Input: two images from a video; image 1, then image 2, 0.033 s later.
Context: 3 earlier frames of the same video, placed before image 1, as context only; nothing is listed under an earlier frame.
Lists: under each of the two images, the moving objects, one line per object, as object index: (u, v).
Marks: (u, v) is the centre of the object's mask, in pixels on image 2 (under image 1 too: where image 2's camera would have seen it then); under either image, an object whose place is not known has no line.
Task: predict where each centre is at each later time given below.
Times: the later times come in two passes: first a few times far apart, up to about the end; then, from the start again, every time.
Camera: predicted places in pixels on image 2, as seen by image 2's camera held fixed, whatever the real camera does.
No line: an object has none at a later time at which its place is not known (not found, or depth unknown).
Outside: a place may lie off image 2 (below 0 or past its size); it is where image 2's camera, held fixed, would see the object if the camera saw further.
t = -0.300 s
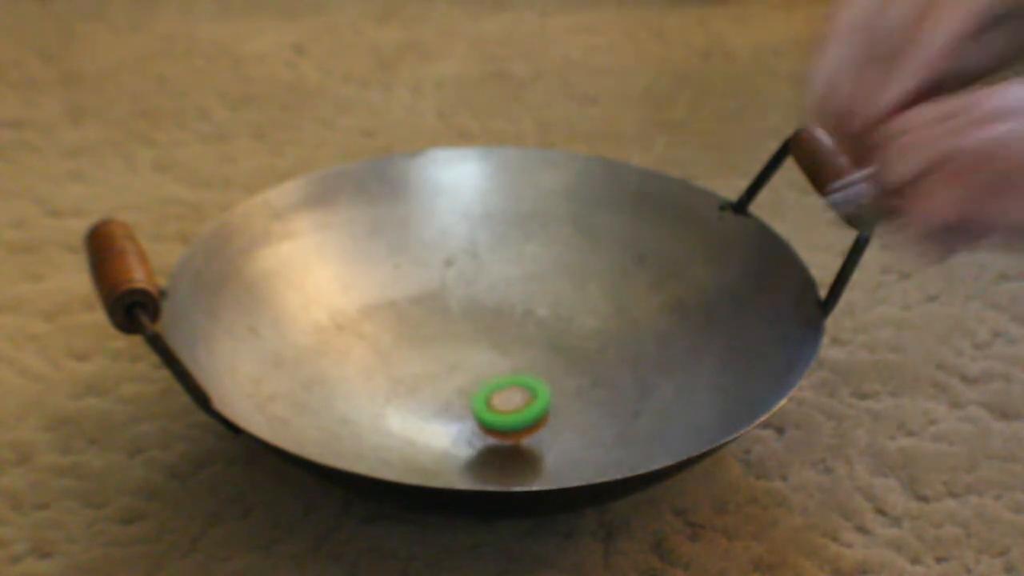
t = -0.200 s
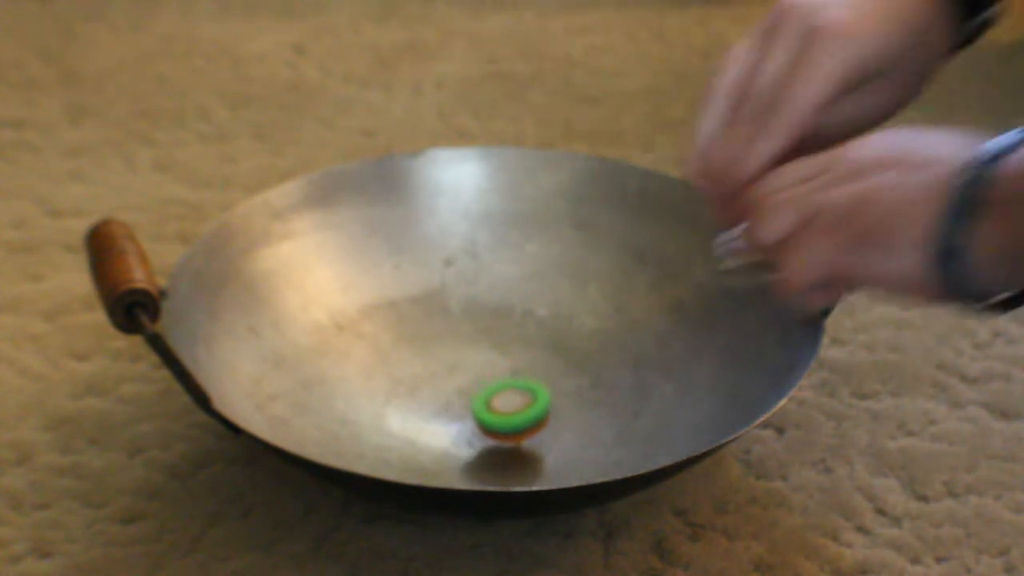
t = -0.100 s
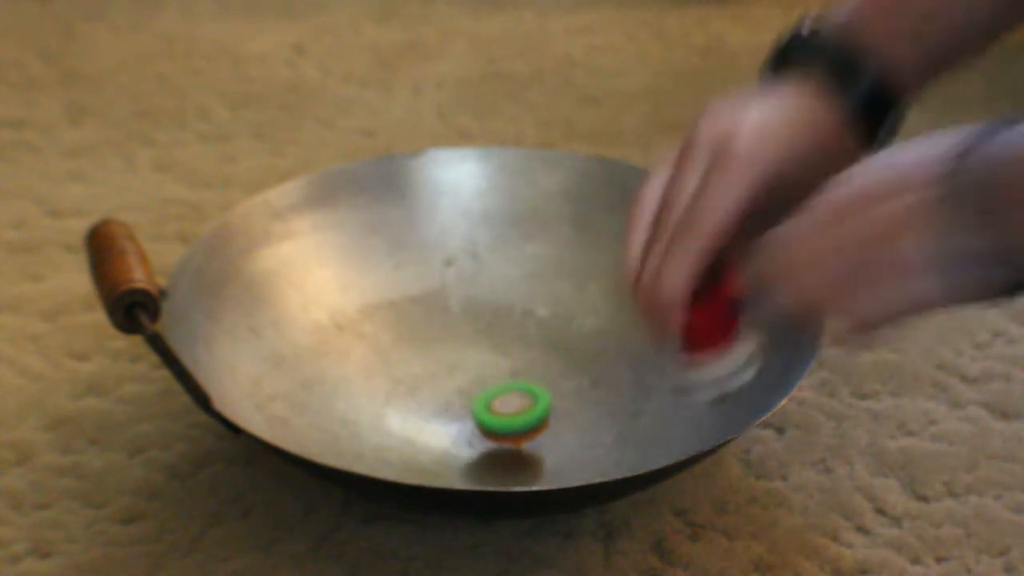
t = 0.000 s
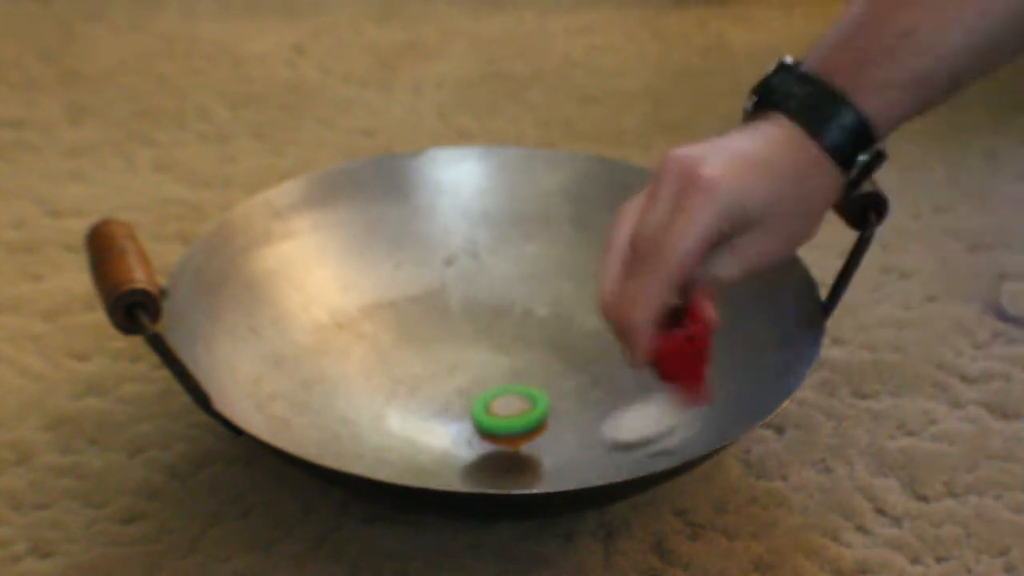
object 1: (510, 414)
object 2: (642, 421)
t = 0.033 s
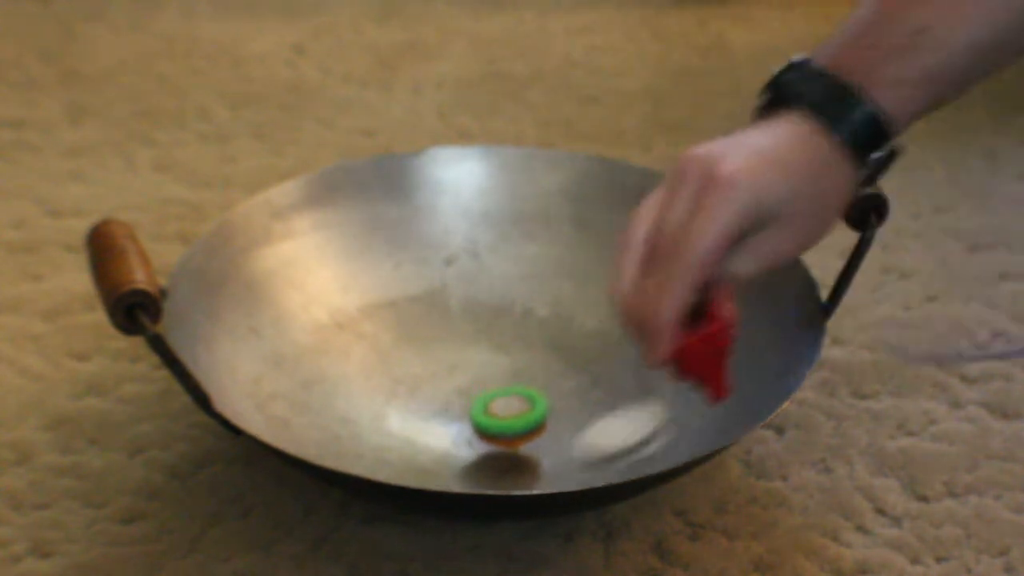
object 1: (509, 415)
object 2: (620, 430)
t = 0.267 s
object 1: (421, 340)
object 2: (583, 447)
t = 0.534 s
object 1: (383, 371)
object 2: (544, 466)
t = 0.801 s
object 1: (436, 407)
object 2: (502, 456)
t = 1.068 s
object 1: (476, 401)
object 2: (460, 472)
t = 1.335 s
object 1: (501, 391)
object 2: (421, 432)
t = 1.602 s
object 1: (507, 396)
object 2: (391, 448)
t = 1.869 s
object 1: (517, 408)
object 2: (380, 378)
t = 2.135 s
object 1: (515, 417)
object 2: (387, 412)
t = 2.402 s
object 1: (503, 423)
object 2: (415, 326)
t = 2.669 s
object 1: (492, 421)
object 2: (453, 376)
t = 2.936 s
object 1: (490, 416)
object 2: (475, 325)
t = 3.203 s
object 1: (470, 420)
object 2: (549, 337)
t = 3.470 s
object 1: (493, 413)
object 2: (559, 369)
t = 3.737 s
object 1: (508, 405)
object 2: (617, 366)
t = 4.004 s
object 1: (470, 412)
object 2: (579, 428)
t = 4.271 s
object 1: (469, 421)
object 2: (618, 430)
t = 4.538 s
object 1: (446, 398)
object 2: (522, 458)
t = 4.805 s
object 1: (454, 396)
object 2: (503, 466)
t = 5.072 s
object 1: (479, 397)
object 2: (421, 441)
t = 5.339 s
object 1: (508, 399)
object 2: (406, 431)
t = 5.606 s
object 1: (518, 408)
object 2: (409, 380)
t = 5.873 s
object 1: (511, 418)
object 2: (440, 377)
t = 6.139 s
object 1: (493, 422)
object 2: (507, 352)
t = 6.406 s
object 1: (478, 415)
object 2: (539, 377)
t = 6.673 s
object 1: (478, 404)
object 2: (583, 397)
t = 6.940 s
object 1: (486, 394)
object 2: (559, 428)
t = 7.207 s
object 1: (503, 395)
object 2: (525, 453)
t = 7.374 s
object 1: (519, 393)
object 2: (491, 452)
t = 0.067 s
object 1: (509, 416)
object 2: (595, 450)
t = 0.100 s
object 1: (508, 417)
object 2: (577, 439)
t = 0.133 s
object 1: (507, 417)
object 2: (565, 441)
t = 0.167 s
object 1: (482, 398)
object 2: (568, 437)
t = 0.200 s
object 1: (456, 376)
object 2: (575, 436)
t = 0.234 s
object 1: (436, 357)
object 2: (583, 448)
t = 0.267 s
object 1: (421, 340)
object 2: (583, 447)
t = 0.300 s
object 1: (411, 331)
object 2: (581, 449)
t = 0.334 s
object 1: (403, 330)
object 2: (576, 451)
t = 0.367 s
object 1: (394, 333)
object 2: (570, 452)
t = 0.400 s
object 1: (388, 339)
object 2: (565, 453)
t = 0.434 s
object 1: (384, 347)
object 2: (559, 454)
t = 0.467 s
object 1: (381, 354)
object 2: (551, 459)
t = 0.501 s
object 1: (380, 363)
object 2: (545, 462)
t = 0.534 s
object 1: (383, 371)
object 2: (544, 466)
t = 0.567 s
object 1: (388, 378)
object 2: (548, 467)
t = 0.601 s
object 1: (394, 384)
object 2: (559, 465)
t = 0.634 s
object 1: (399, 390)
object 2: (567, 463)
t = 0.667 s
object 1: (405, 394)
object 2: (567, 461)
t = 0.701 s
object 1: (412, 398)
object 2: (560, 460)
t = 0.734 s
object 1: (420, 402)
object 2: (545, 458)
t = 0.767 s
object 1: (427, 405)
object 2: (526, 457)
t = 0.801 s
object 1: (436, 407)
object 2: (502, 456)
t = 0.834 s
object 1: (444, 409)
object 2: (480, 456)
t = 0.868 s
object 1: (451, 409)
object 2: (460, 457)
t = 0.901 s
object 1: (457, 410)
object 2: (445, 457)
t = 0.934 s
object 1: (462, 410)
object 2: (435, 459)
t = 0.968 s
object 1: (465, 409)
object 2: (428, 463)
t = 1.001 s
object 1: (469, 407)
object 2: (431, 467)
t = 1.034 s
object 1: (472, 404)
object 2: (443, 469)
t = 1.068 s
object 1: (476, 401)
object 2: (460, 472)
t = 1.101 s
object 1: (481, 398)
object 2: (475, 472)
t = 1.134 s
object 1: (485, 396)
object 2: (485, 470)
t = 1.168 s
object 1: (490, 393)
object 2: (490, 466)
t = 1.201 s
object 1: (493, 391)
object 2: (488, 458)
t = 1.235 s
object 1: (497, 390)
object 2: (478, 456)
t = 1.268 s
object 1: (500, 390)
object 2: (462, 447)
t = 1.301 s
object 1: (501, 390)
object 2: (443, 440)
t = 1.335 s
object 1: (501, 391)
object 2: (421, 432)
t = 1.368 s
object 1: (501, 391)
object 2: (401, 427)
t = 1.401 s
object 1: (501, 392)
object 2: (378, 422)
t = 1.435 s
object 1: (500, 393)
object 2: (360, 421)
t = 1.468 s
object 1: (500, 394)
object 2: (348, 421)
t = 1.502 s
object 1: (500, 394)
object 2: (341, 427)
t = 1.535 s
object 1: (502, 395)
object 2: (351, 435)
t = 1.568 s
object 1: (504, 395)
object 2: (369, 445)
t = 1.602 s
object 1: (507, 396)
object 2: (391, 448)
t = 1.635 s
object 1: (510, 397)
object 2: (413, 443)
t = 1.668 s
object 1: (512, 399)
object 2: (420, 441)
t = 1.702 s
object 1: (513, 400)
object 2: (425, 434)
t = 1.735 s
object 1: (514, 402)
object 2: (425, 424)
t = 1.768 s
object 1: (514, 404)
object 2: (420, 410)
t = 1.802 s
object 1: (515, 405)
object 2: (409, 397)
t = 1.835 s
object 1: (516, 406)
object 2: (395, 386)
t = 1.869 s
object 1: (517, 408)
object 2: (380, 378)
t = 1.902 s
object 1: (518, 409)
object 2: (366, 373)
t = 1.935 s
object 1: (518, 410)
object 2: (353, 373)
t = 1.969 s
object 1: (518, 412)
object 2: (345, 375)
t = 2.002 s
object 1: (518, 413)
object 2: (338, 381)
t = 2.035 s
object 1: (517, 414)
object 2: (338, 391)
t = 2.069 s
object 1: (516, 415)
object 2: (347, 400)
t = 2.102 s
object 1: (516, 416)
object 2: (364, 406)
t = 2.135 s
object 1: (515, 417)
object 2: (387, 412)
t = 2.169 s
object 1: (514, 418)
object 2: (412, 412)
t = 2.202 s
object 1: (512, 419)
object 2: (433, 405)
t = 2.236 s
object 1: (512, 420)
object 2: (445, 392)
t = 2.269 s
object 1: (512, 422)
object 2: (451, 376)
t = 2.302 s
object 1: (510, 423)
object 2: (449, 361)
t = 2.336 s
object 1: (508, 424)
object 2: (441, 345)
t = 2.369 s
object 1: (506, 424)
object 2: (429, 333)
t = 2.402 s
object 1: (503, 423)
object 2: (415, 326)
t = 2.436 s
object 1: (501, 423)
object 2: (403, 324)
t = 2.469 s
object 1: (500, 422)
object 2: (391, 329)
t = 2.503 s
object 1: (498, 422)
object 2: (384, 339)
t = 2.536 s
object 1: (497, 421)
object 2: (386, 351)
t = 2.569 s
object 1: (495, 421)
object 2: (394, 363)
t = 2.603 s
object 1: (493, 420)
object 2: (410, 375)
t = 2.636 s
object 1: (492, 420)
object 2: (429, 379)
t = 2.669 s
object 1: (492, 421)
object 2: (453, 376)
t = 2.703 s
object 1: (494, 423)
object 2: (475, 368)
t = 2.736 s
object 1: (494, 424)
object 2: (491, 360)
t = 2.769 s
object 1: (494, 423)
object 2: (501, 350)
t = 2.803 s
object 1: (493, 422)
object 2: (503, 339)
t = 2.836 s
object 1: (492, 421)
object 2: (501, 329)
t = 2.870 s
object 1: (491, 419)
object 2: (494, 322)
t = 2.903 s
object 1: (490, 417)
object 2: (484, 321)
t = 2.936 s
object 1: (490, 416)
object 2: (475, 325)
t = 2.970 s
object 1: (489, 414)
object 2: (469, 332)
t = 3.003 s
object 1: (488, 413)
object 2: (469, 341)
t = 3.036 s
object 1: (486, 412)
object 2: (478, 349)
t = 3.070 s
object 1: (485, 411)
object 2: (493, 355)
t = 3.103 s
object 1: (481, 413)
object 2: (514, 361)
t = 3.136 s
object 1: (474, 417)
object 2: (530, 356)
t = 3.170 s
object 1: (471, 419)
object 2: (543, 346)
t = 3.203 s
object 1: (470, 420)
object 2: (549, 337)
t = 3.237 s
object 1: (470, 420)
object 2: (550, 332)
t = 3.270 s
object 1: (472, 419)
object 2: (550, 331)
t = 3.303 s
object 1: (476, 418)
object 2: (548, 334)
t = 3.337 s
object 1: (480, 417)
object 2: (543, 340)
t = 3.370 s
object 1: (484, 415)
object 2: (542, 346)
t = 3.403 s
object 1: (487, 414)
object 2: (545, 354)
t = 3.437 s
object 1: (490, 414)
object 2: (552, 361)
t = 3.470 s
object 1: (493, 413)
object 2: (559, 369)
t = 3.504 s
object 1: (495, 412)
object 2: (569, 374)
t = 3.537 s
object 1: (496, 411)
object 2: (582, 377)
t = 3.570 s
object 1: (499, 410)
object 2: (595, 377)
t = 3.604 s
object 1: (501, 409)
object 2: (608, 374)
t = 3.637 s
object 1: (503, 408)
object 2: (616, 370)
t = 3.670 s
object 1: (505, 407)
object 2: (622, 366)
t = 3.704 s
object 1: (507, 406)
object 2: (622, 364)
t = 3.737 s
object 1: (508, 405)
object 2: (617, 366)
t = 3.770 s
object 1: (509, 405)
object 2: (608, 369)
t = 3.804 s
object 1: (509, 404)
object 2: (598, 374)
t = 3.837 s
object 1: (509, 404)
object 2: (590, 379)
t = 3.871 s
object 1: (496, 402)
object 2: (584, 388)
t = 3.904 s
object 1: (481, 407)
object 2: (579, 400)
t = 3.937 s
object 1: (474, 409)
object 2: (576, 410)
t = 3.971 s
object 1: (471, 410)
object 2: (575, 419)
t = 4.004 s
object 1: (470, 412)
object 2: (579, 428)
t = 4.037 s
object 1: (469, 413)
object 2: (586, 434)
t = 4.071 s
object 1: (469, 415)
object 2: (595, 437)
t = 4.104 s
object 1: (468, 416)
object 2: (605, 439)
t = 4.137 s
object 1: (468, 417)
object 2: (616, 437)
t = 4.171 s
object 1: (468, 418)
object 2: (624, 435)
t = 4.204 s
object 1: (468, 419)
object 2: (628, 432)
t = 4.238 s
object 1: (468, 420)
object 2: (625, 430)
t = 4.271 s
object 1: (469, 421)
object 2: (618, 430)
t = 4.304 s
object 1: (470, 421)
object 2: (609, 429)
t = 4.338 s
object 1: (472, 421)
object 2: (598, 430)
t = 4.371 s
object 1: (473, 421)
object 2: (583, 433)
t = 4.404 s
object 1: (474, 422)
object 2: (566, 438)
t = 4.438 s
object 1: (470, 415)
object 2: (550, 444)
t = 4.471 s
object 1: (456, 408)
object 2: (541, 450)
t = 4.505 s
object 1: (448, 403)
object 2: (532, 455)
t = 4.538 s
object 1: (446, 398)
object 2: (522, 458)
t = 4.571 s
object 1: (446, 397)
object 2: (514, 462)
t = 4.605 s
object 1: (447, 396)
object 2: (508, 465)
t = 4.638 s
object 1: (448, 395)
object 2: (502, 466)
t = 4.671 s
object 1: (449, 395)
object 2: (500, 468)
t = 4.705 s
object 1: (450, 395)
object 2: (500, 469)
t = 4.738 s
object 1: (451, 395)
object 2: (500, 469)
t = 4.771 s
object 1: (453, 396)
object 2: (502, 468)
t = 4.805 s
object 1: (454, 396)
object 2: (503, 466)
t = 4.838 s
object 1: (457, 396)
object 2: (502, 464)
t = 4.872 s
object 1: (459, 396)
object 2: (497, 461)
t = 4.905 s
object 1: (462, 397)
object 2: (487, 456)
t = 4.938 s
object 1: (466, 397)
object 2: (475, 453)
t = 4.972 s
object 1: (469, 397)
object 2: (461, 456)
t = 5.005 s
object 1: (472, 397)
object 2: (449, 451)
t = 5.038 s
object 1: (475, 397)
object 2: (430, 444)
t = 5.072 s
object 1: (479, 397)
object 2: (421, 441)
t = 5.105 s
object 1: (482, 398)
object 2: (412, 440)
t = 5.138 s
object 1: (485, 397)
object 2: (405, 437)
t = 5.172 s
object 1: (488, 397)
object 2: (400, 436)
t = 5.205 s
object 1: (492, 397)
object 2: (391, 435)
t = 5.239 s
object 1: (496, 397)
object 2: (395, 434)
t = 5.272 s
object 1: (501, 398)
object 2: (398, 434)
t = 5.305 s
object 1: (505, 398)
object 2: (402, 434)
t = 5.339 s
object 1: (508, 399)
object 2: (406, 431)
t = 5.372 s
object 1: (510, 400)
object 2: (408, 427)
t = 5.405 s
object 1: (512, 401)
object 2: (410, 421)
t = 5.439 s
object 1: (514, 402)
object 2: (412, 415)
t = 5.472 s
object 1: (515, 404)
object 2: (412, 408)
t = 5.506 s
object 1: (517, 405)
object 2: (413, 400)
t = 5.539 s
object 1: (517, 406)
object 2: (412, 393)
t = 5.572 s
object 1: (518, 407)
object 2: (410, 387)
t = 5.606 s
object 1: (518, 408)
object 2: (409, 380)
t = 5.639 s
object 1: (518, 410)
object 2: (407, 376)
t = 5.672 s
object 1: (518, 411)
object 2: (406, 372)
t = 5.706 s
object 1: (517, 412)
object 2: (407, 370)
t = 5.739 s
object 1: (516, 413)
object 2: (410, 371)
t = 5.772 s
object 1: (515, 415)
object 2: (415, 374)
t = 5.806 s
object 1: (514, 416)
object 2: (422, 376)
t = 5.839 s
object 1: (512, 417)
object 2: (430, 378)
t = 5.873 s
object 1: (511, 418)
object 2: (440, 377)
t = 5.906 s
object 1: (508, 419)
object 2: (452, 375)
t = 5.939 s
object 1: (506, 420)
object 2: (463, 371)
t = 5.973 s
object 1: (504, 420)
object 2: (472, 367)
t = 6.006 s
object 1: (502, 421)
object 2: (481, 364)
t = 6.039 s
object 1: (499, 421)
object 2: (490, 361)
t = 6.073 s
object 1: (496, 422)
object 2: (497, 357)
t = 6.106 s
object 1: (494, 422)
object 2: (502, 354)
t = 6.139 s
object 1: (493, 422)
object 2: (507, 352)
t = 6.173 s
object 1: (490, 421)
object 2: (510, 352)
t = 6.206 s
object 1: (488, 421)
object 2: (512, 353)
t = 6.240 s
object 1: (486, 420)
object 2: (514, 356)
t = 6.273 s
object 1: (484, 419)
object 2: (515, 359)
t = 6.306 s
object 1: (482, 419)
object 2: (519, 363)
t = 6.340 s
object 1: (481, 417)
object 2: (525, 367)
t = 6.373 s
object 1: (479, 416)
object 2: (532, 373)
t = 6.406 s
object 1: (478, 415)
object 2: (539, 377)
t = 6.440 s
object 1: (477, 413)
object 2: (546, 382)
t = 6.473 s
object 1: (476, 412)
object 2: (552, 385)
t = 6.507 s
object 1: (475, 411)
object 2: (560, 388)
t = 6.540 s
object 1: (475, 410)
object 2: (566, 390)
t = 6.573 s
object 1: (475, 408)
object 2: (572, 392)
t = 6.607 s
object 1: (475, 406)
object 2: (577, 394)
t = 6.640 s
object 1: (476, 405)
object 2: (581, 395)
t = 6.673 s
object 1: (478, 404)
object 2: (583, 397)
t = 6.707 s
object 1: (479, 402)
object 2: (582, 400)
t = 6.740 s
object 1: (480, 401)
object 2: (580, 402)
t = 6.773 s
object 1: (481, 400)
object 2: (577, 405)
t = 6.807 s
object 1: (482, 399)
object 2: (574, 408)
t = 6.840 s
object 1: (483, 397)
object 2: (571, 413)
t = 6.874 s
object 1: (483, 396)
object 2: (567, 417)
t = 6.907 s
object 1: (485, 395)
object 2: (563, 423)
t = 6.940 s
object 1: (486, 394)
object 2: (559, 428)
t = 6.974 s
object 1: (488, 393)
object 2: (556, 432)
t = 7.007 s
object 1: (490, 392)
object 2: (552, 437)
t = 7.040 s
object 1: (493, 392)
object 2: (548, 441)
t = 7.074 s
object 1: (495, 392)
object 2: (545, 444)
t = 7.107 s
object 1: (497, 393)
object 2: (541, 447)
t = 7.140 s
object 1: (499, 394)
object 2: (536, 450)
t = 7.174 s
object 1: (501, 395)
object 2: (531, 451)
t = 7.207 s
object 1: (503, 395)
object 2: (525, 453)
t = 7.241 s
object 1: (504, 396)
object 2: (520, 453)
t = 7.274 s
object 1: (506, 397)
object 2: (514, 454)
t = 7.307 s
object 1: (507, 397)
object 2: (508, 454)
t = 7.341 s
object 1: (509, 399)
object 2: (503, 454)
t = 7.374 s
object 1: (519, 393)
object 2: (491, 452)
